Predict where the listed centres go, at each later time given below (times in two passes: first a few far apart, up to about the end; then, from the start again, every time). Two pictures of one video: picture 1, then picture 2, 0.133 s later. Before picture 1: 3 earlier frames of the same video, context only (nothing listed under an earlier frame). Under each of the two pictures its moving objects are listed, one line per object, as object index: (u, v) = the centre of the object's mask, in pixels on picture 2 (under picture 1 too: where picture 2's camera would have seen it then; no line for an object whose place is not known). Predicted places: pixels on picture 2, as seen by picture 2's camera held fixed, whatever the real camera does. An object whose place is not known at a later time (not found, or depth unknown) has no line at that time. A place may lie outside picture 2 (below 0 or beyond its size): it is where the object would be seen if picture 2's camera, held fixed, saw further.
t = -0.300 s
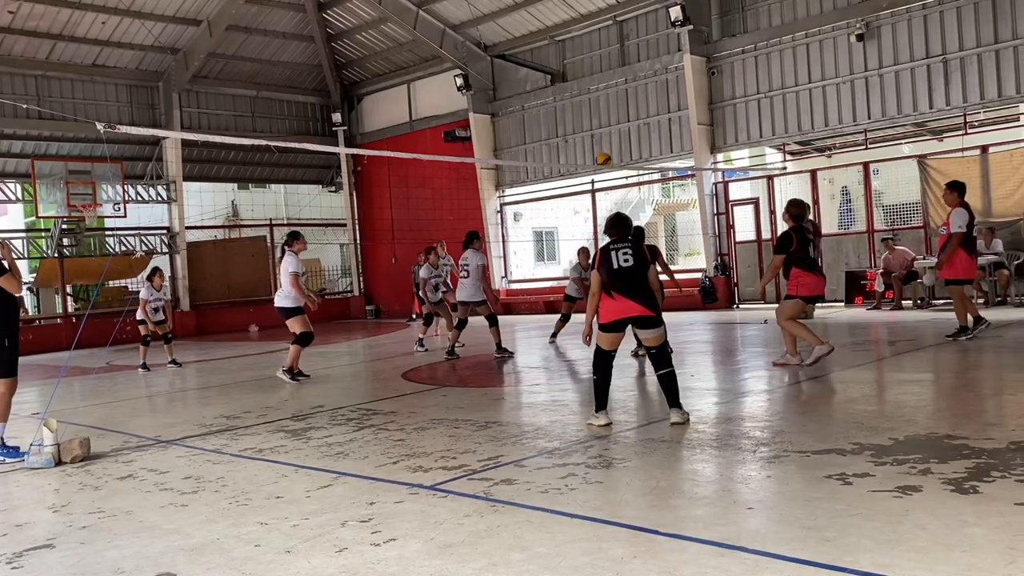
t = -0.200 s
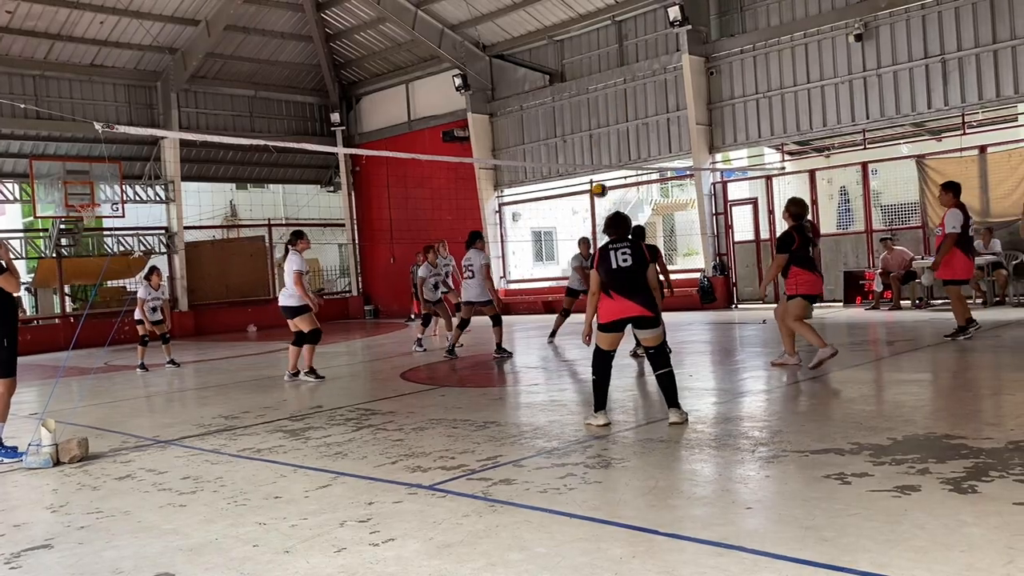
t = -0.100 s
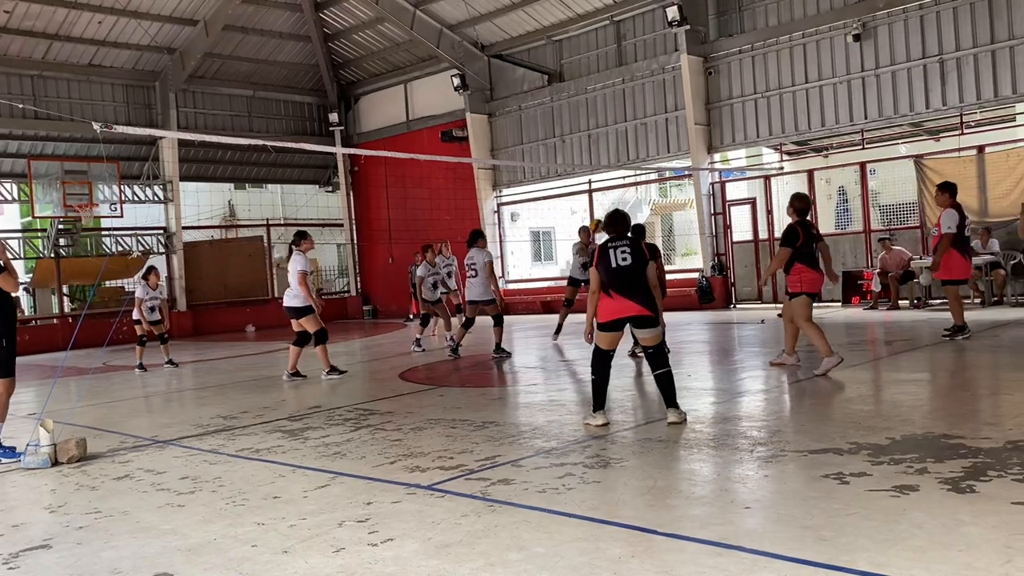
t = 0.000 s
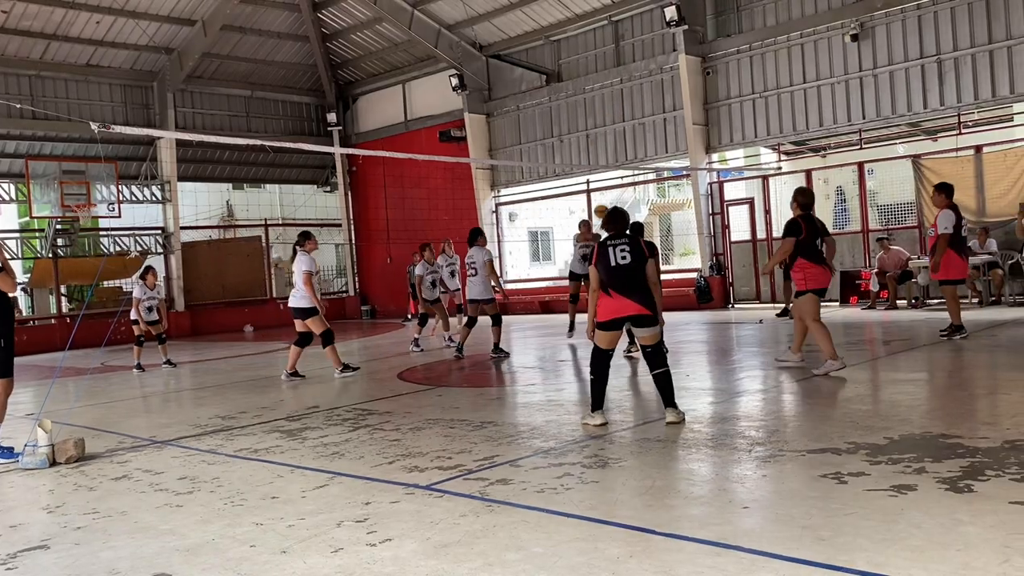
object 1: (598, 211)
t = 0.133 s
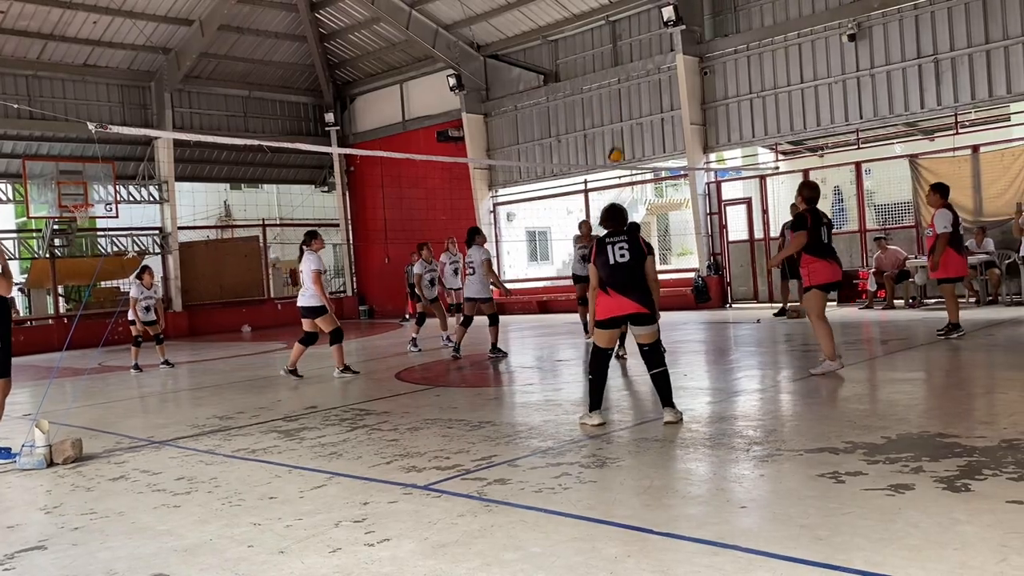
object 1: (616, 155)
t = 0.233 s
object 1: (627, 121)
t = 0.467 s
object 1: (660, 70)
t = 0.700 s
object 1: (698, 62)
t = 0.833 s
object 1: (721, 78)
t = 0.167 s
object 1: (619, 143)
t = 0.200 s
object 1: (623, 132)
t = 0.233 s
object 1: (627, 121)
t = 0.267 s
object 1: (632, 111)
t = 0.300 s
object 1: (637, 101)
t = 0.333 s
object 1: (641, 94)
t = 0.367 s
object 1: (646, 86)
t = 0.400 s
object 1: (650, 80)
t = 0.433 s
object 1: (655, 74)
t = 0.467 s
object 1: (660, 70)
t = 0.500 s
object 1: (665, 66)
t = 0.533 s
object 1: (671, 63)
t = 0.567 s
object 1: (676, 60)
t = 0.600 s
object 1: (681, 60)
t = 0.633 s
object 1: (686, 60)
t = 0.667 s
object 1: (692, 60)
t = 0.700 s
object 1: (698, 62)
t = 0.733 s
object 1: (704, 65)
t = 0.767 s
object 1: (709, 67)
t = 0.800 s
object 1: (715, 72)
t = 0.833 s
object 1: (721, 78)
